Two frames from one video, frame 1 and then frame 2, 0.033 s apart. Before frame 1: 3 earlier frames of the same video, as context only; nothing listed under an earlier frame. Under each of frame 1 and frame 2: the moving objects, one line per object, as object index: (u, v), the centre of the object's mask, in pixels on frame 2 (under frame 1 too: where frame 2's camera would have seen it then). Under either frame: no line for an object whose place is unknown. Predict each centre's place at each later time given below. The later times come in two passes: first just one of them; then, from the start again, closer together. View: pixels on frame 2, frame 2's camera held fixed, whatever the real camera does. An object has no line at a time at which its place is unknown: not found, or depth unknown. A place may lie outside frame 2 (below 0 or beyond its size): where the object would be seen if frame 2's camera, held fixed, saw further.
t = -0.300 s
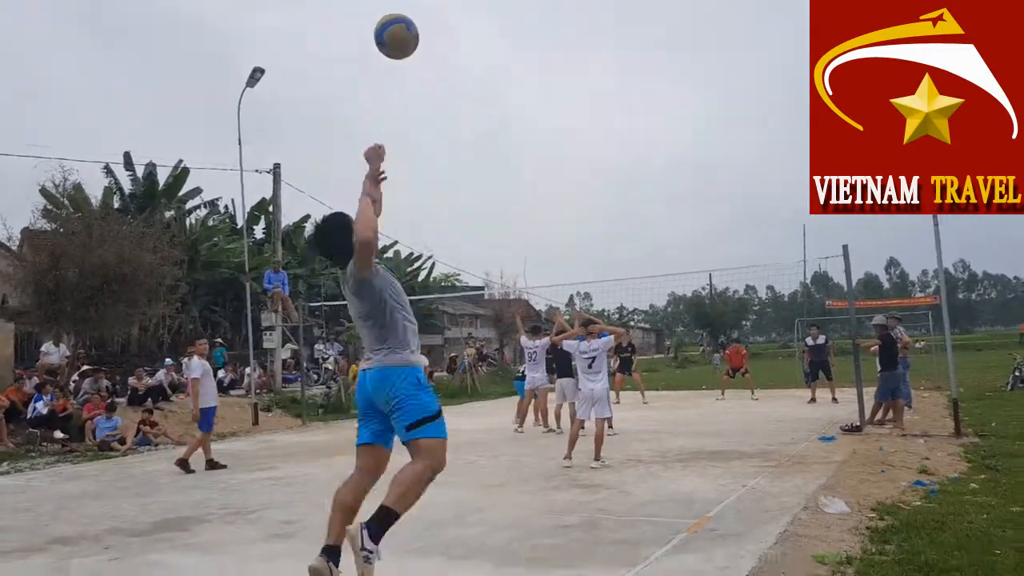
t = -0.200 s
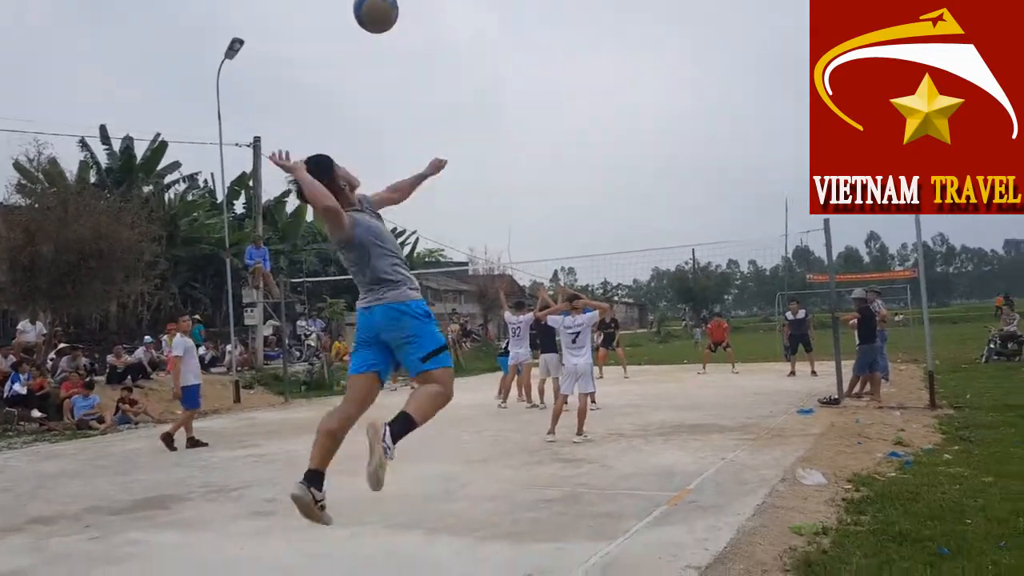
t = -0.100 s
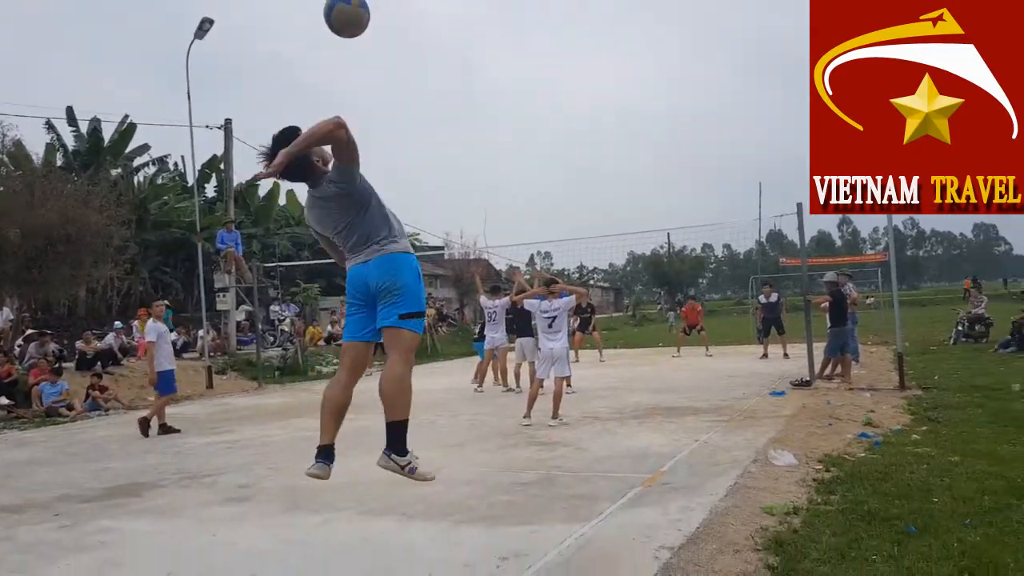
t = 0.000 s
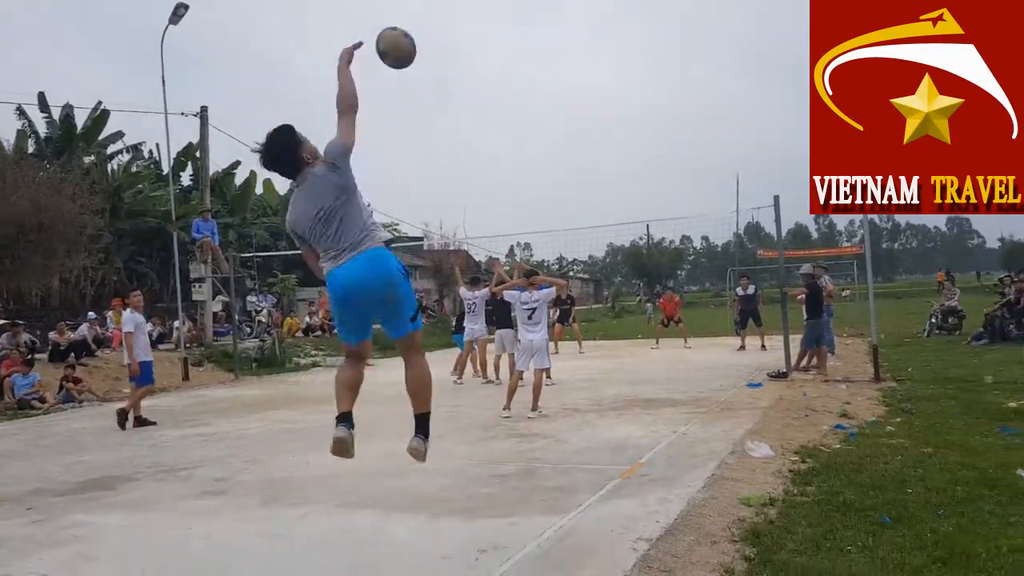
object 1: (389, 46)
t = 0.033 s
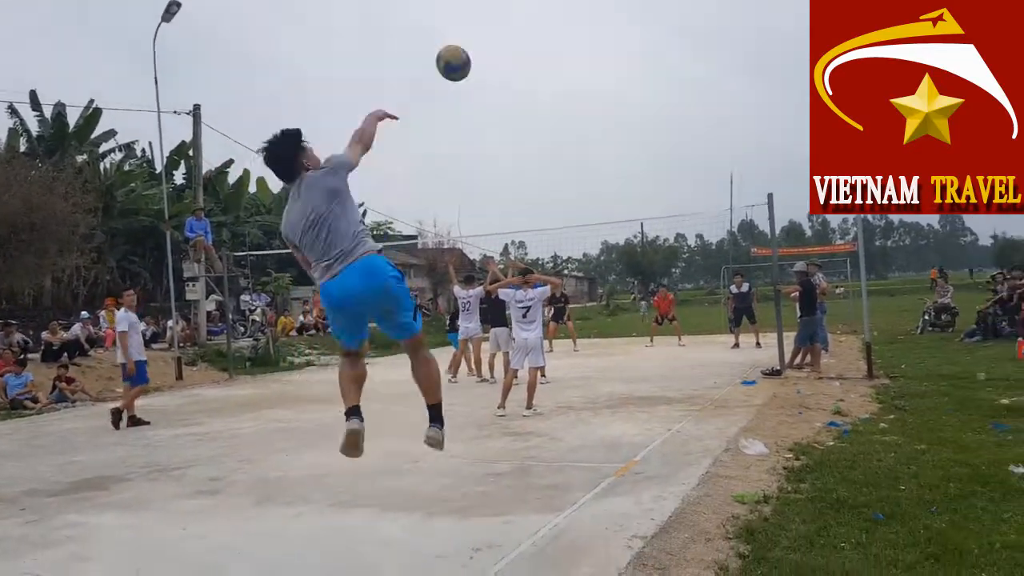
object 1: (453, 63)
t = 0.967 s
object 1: (651, 252)
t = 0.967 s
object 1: (651, 252)
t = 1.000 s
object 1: (645, 264)
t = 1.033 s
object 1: (638, 277)
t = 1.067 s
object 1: (635, 291)
